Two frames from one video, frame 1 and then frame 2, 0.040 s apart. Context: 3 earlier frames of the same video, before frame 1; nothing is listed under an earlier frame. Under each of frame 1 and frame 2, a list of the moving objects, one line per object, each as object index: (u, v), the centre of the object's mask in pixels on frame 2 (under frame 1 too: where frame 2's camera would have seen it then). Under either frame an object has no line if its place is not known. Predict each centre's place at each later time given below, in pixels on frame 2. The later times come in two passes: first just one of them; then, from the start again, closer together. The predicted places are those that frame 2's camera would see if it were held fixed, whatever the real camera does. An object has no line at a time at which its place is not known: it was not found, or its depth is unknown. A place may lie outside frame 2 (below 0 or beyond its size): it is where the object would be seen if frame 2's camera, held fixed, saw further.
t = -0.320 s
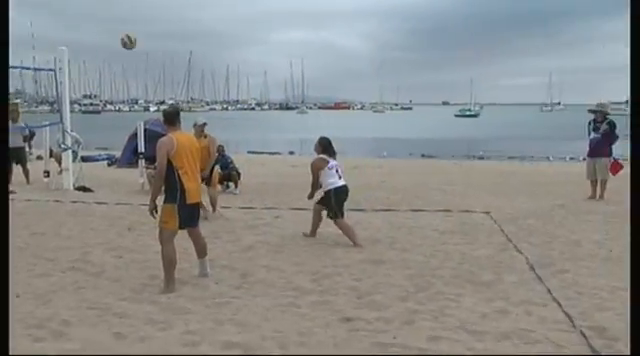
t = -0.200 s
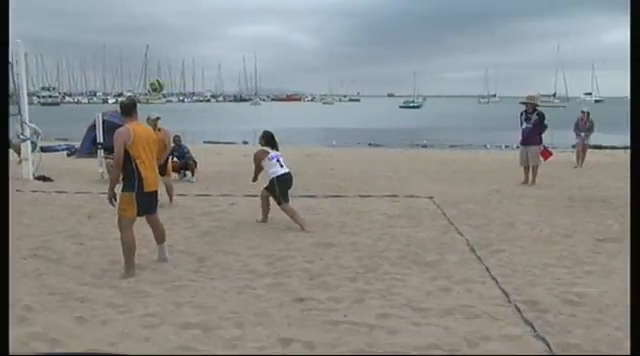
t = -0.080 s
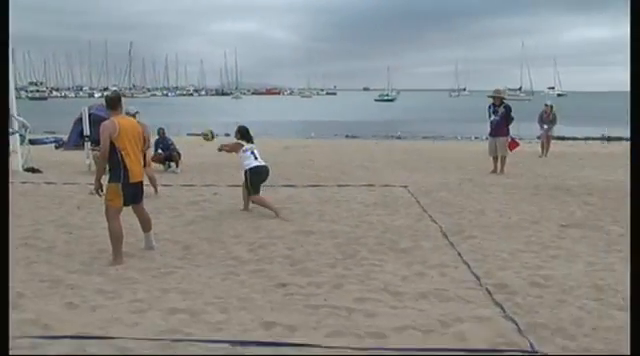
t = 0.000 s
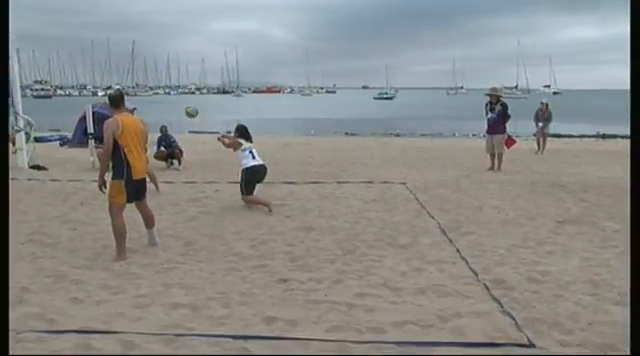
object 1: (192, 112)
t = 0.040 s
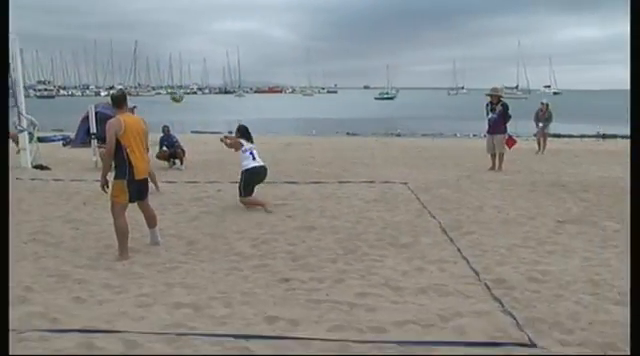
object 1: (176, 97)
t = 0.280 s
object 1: (84, 26)
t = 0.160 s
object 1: (129, 56)
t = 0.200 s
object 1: (114, 44)
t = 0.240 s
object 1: (98, 34)
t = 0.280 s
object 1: (84, 26)
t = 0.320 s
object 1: (70, 17)
